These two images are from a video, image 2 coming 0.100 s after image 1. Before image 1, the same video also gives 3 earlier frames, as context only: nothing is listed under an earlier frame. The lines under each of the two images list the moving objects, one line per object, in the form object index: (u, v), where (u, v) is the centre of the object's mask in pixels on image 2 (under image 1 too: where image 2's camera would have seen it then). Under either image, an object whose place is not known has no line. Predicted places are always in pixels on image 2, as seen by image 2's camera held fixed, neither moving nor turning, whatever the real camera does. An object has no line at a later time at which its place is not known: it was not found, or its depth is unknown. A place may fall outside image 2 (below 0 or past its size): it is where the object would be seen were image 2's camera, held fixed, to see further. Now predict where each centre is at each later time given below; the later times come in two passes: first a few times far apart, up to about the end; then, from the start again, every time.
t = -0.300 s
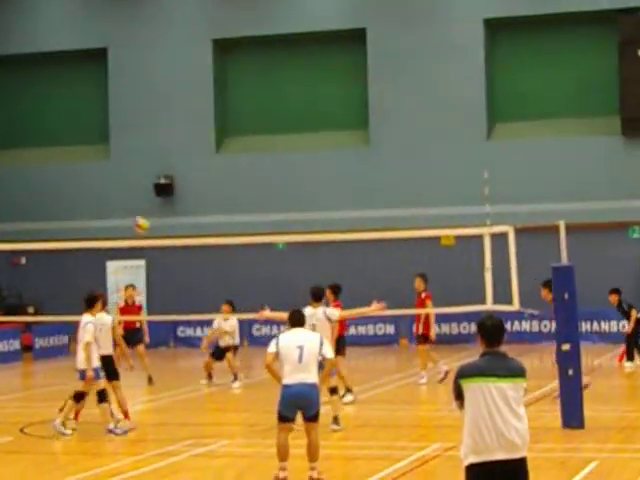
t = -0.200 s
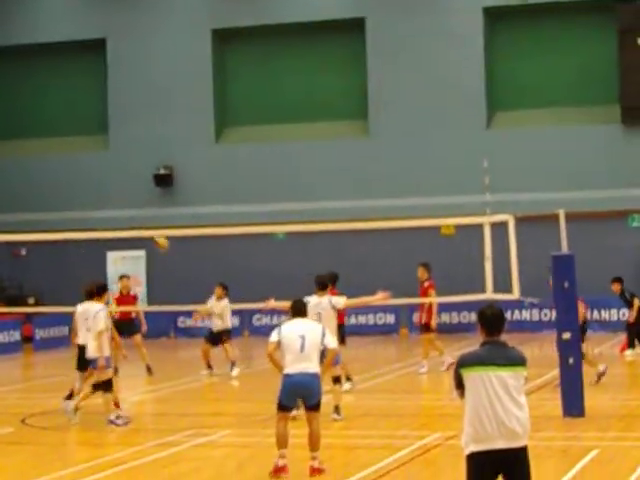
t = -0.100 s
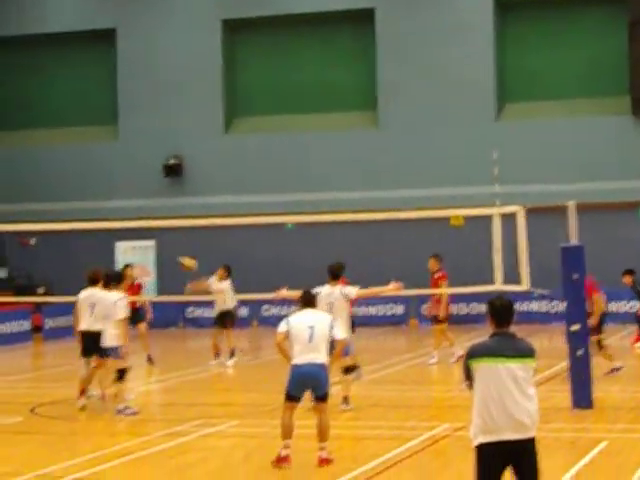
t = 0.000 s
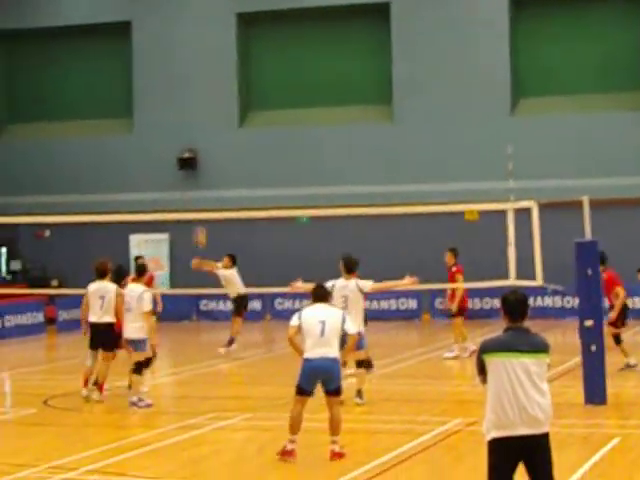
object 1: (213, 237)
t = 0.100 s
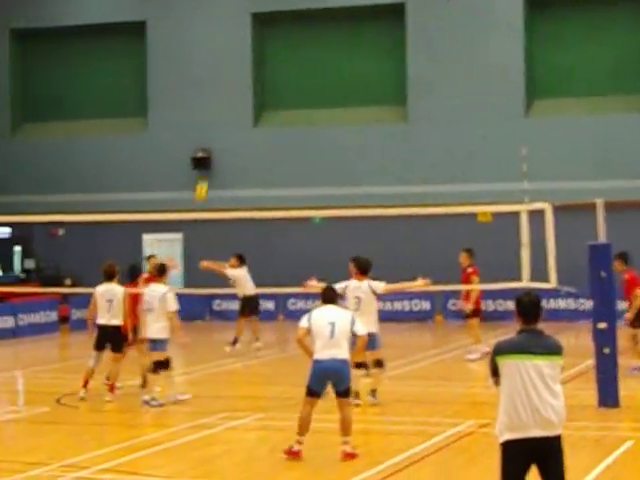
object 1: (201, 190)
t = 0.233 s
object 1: (187, 139)
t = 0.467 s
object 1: (163, 75)
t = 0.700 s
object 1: (139, 43)
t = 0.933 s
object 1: (115, 42)
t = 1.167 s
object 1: (93, 71)
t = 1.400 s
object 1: (70, 131)
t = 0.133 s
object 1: (198, 176)
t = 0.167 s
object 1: (194, 163)
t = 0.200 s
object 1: (192, 151)
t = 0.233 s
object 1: (187, 139)
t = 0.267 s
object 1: (185, 128)
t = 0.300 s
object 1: (181, 118)
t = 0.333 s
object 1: (176, 108)
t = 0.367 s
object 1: (173, 99)
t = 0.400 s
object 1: (170, 90)
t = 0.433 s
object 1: (166, 82)
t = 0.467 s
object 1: (163, 75)
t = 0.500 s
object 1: (159, 68)
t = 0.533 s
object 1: (155, 62)
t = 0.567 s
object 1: (153, 57)
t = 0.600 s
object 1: (149, 53)
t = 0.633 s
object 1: (145, 48)
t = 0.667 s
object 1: (142, 45)
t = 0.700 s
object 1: (139, 43)
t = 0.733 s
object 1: (136, 40)
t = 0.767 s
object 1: (132, 39)
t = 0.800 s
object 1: (128, 38)
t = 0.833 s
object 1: (125, 38)
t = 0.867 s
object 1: (122, 38)
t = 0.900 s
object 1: (118, 40)
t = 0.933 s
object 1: (115, 42)
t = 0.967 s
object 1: (111, 44)
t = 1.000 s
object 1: (109, 47)
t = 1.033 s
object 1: (106, 50)
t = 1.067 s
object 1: (102, 55)
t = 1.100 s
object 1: (99, 59)
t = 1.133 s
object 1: (96, 65)
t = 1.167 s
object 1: (93, 71)
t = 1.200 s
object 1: (90, 79)
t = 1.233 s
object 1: (86, 86)
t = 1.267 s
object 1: (83, 94)
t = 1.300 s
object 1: (80, 103)
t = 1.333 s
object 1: (77, 111)
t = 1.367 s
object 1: (74, 120)
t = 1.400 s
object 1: (70, 131)
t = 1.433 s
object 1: (68, 143)
